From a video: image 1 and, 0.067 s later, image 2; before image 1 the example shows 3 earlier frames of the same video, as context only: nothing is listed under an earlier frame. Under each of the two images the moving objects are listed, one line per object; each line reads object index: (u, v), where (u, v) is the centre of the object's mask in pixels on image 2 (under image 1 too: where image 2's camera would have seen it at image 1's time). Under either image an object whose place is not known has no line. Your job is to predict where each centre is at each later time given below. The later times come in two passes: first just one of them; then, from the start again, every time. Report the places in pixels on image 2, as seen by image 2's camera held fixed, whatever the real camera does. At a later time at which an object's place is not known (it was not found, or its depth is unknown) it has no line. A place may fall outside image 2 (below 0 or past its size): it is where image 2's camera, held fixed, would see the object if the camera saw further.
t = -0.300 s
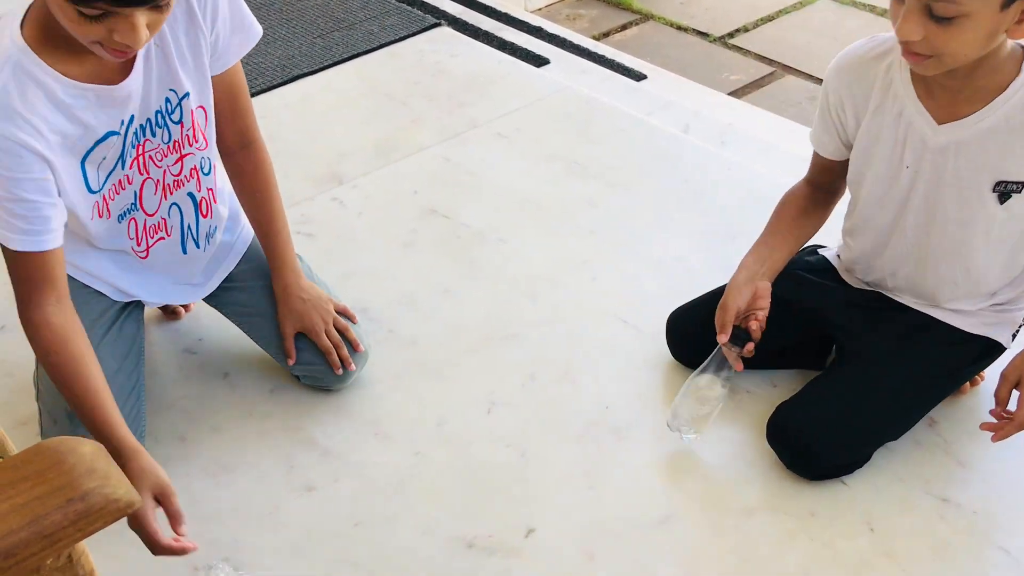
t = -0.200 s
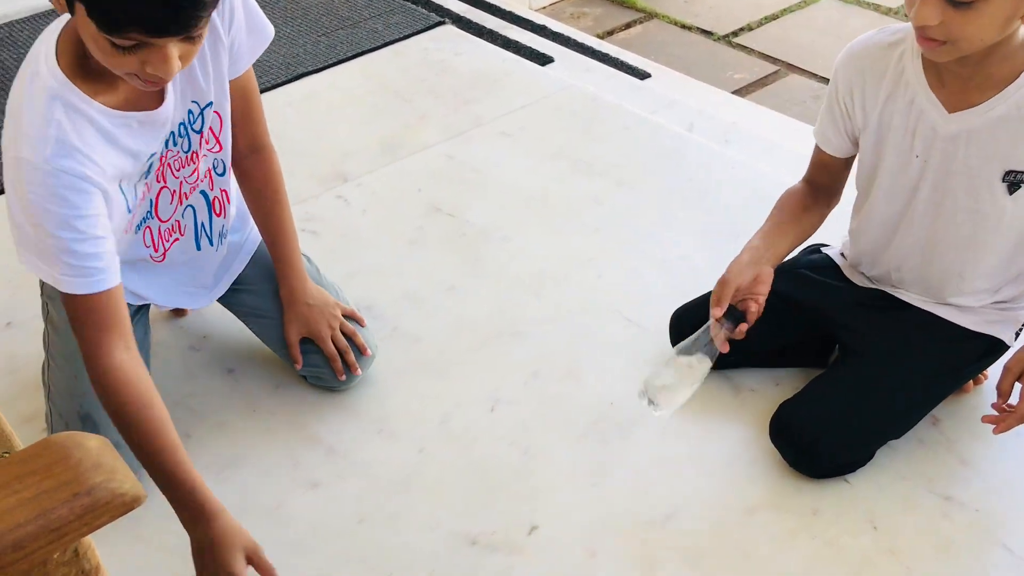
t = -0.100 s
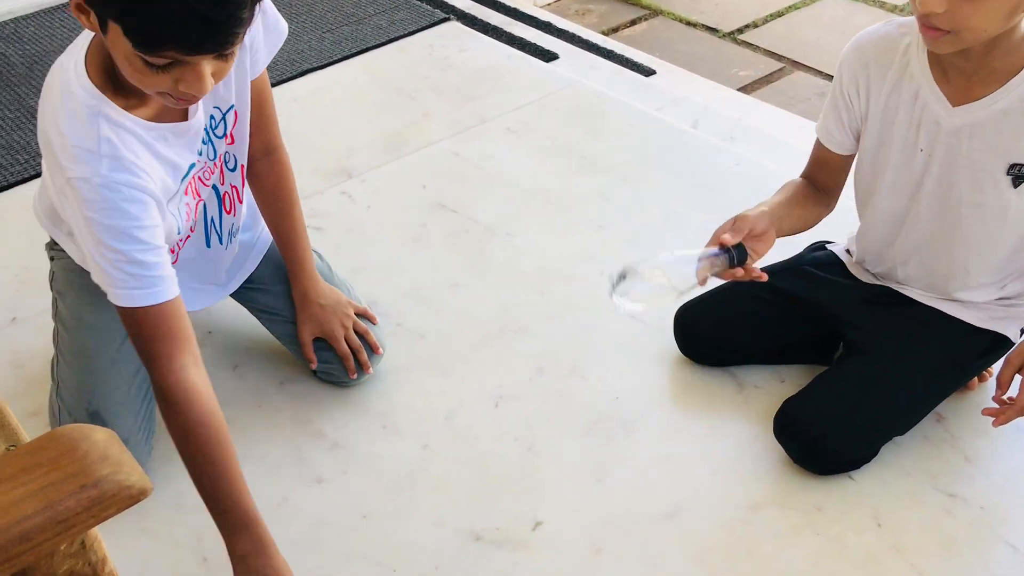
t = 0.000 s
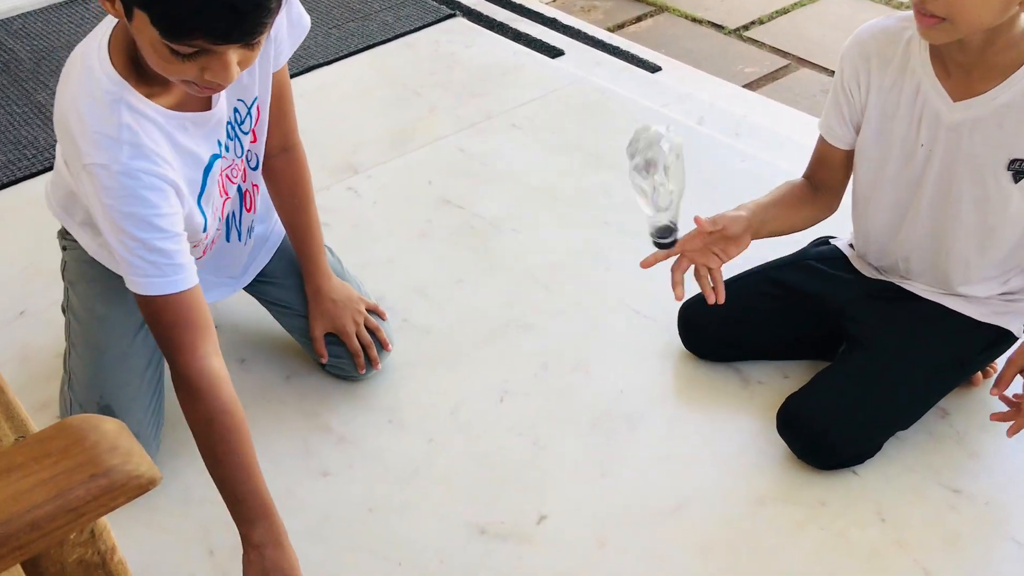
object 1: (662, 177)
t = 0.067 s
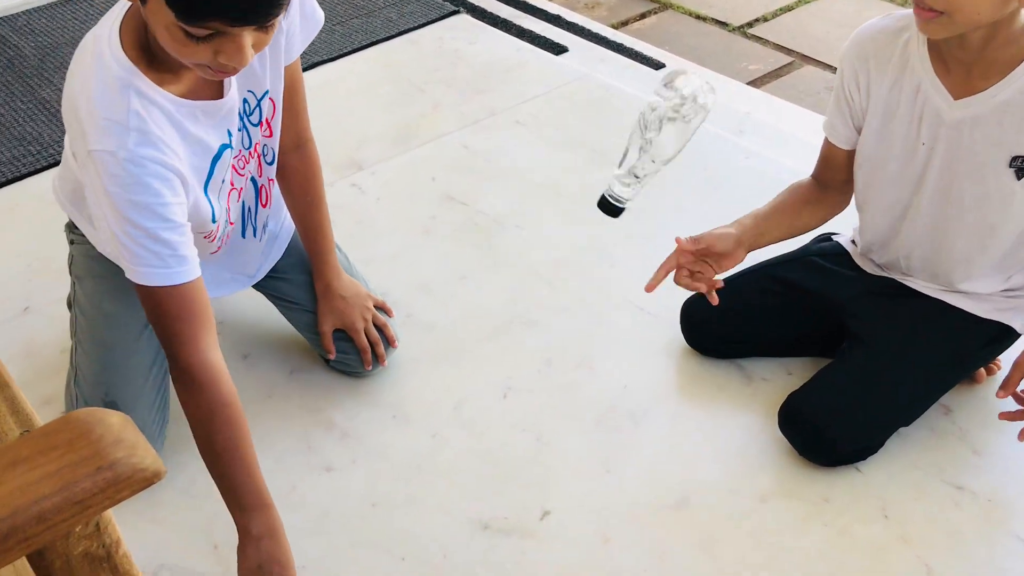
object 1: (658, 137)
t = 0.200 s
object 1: (649, 167)
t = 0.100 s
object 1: (658, 128)
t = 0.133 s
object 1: (655, 133)
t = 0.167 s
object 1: (653, 144)
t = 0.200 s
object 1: (649, 167)
